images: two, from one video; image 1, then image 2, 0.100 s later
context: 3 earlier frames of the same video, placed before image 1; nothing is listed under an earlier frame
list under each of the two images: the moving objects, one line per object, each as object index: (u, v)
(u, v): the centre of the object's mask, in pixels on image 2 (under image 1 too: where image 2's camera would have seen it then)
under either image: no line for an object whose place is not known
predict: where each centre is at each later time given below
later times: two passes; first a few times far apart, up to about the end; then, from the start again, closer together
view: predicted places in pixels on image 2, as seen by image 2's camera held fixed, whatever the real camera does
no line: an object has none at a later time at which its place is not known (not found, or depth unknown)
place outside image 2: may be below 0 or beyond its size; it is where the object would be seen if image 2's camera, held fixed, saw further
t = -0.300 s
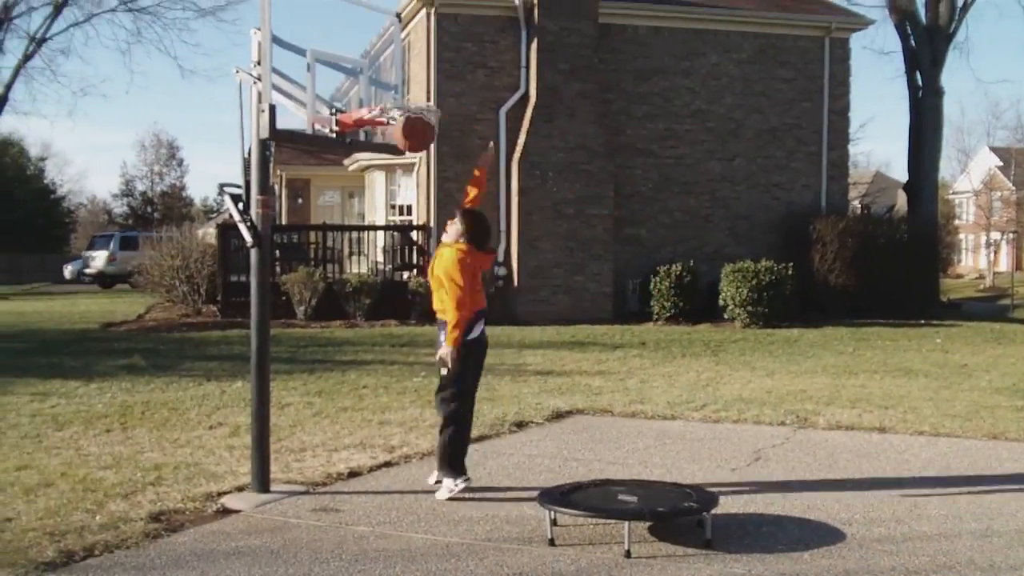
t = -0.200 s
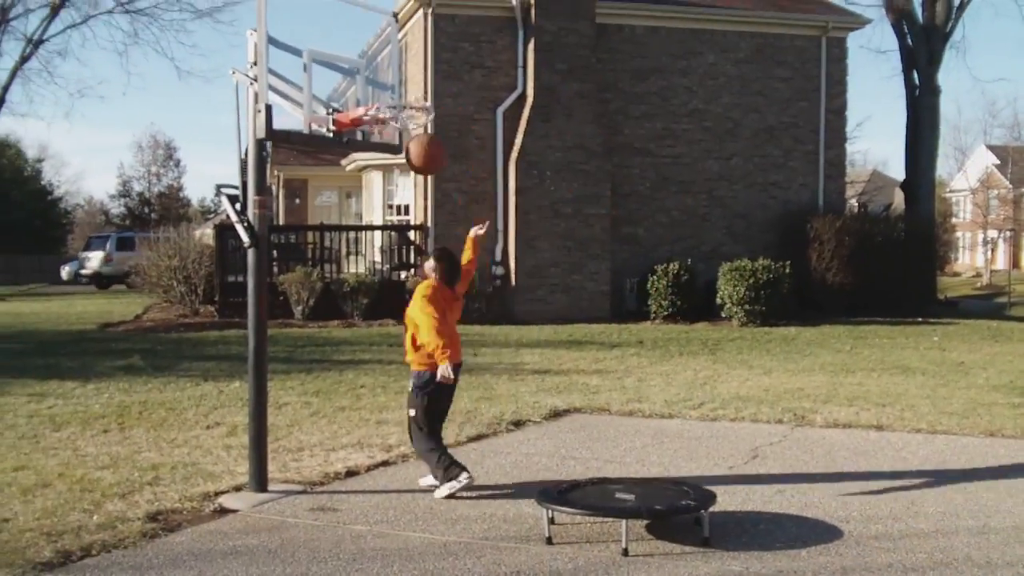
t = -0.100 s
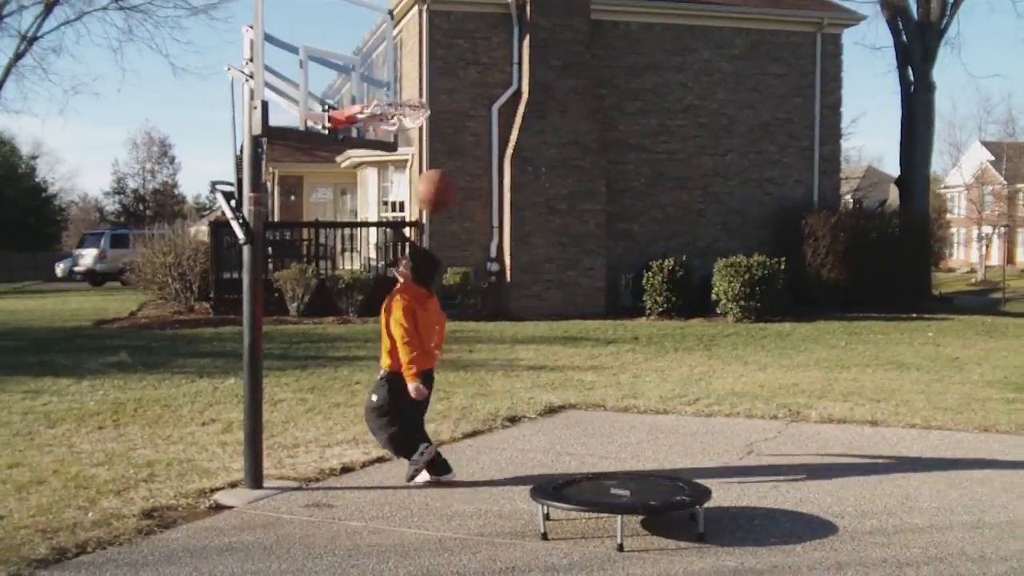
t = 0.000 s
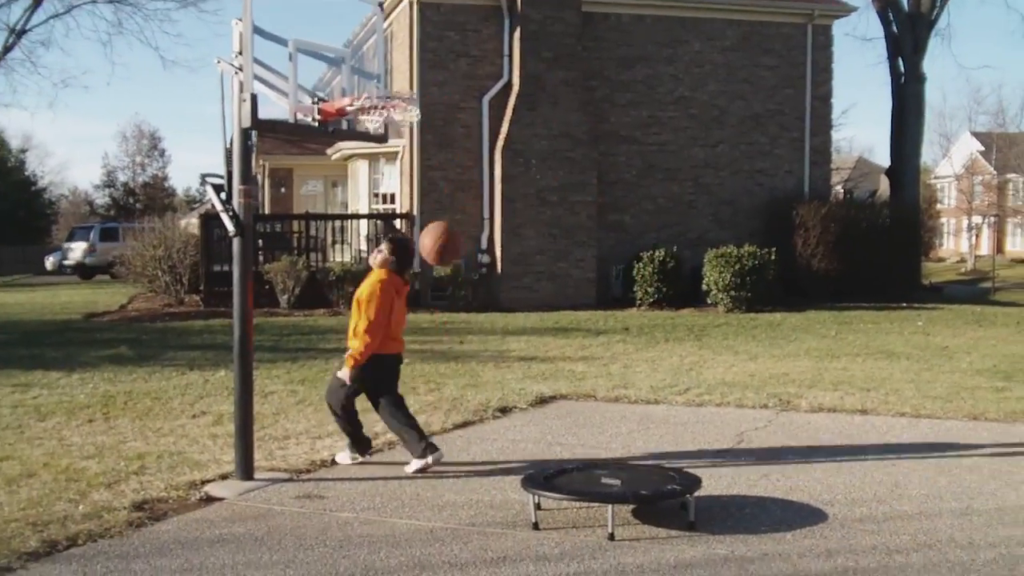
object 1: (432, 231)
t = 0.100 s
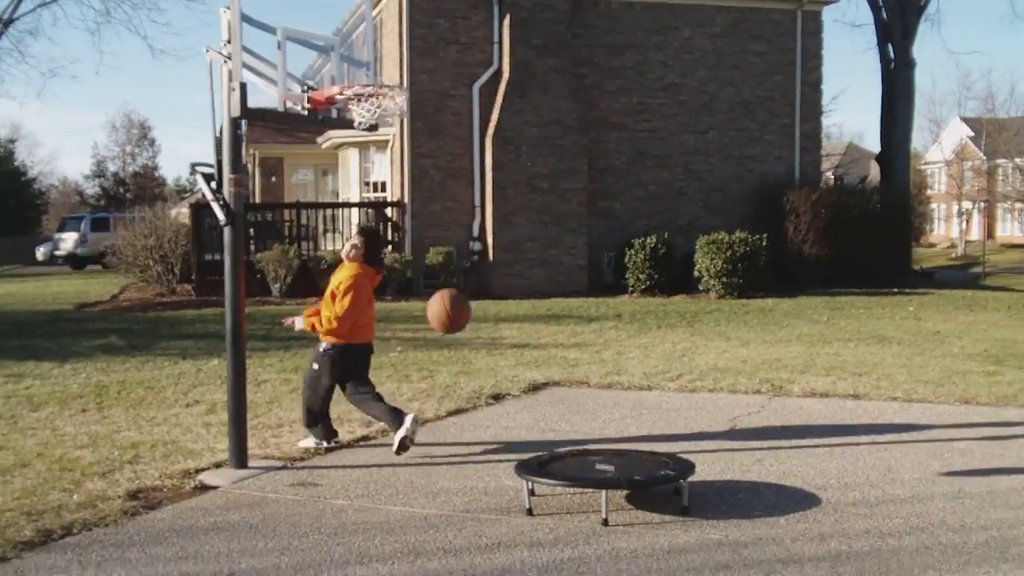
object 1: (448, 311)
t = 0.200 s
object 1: (467, 411)
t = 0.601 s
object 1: (460, 272)
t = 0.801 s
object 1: (448, 231)
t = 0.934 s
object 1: (442, 242)
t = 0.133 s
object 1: (454, 342)
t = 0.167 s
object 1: (461, 376)
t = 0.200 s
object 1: (467, 411)
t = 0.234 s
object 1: (474, 449)
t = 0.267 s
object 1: (478, 485)
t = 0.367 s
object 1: (473, 403)
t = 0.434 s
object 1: (469, 355)
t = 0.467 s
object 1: (467, 334)
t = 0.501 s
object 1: (464, 316)
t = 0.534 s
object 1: (462, 299)
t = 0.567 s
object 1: (462, 284)
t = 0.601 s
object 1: (460, 272)
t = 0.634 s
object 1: (458, 260)
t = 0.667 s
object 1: (456, 250)
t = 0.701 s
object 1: (453, 242)
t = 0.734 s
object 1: (451, 236)
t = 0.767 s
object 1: (449, 233)
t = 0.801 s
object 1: (448, 231)
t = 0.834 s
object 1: (447, 231)
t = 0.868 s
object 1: (446, 232)
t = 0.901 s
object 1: (444, 237)
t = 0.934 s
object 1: (442, 242)
